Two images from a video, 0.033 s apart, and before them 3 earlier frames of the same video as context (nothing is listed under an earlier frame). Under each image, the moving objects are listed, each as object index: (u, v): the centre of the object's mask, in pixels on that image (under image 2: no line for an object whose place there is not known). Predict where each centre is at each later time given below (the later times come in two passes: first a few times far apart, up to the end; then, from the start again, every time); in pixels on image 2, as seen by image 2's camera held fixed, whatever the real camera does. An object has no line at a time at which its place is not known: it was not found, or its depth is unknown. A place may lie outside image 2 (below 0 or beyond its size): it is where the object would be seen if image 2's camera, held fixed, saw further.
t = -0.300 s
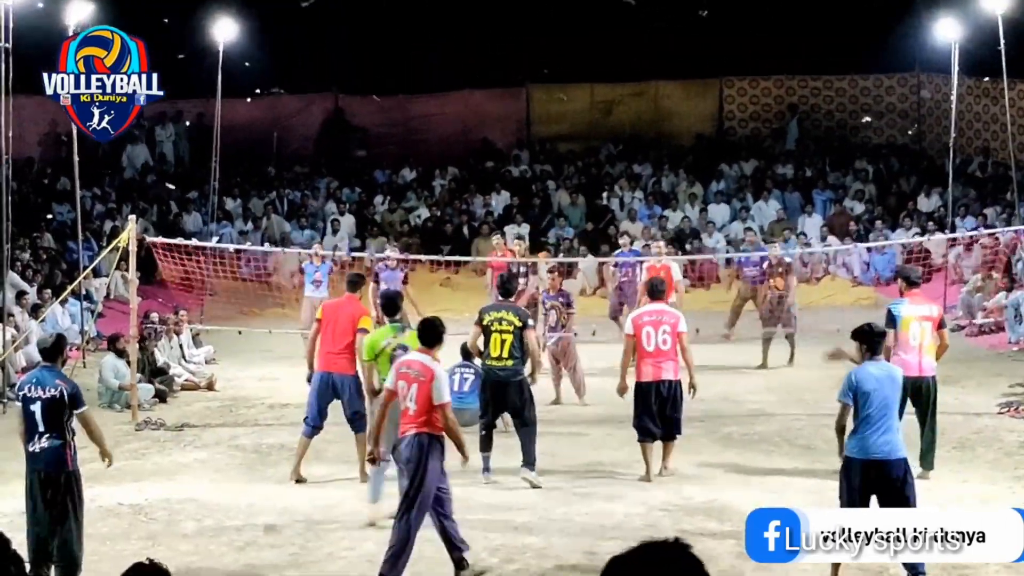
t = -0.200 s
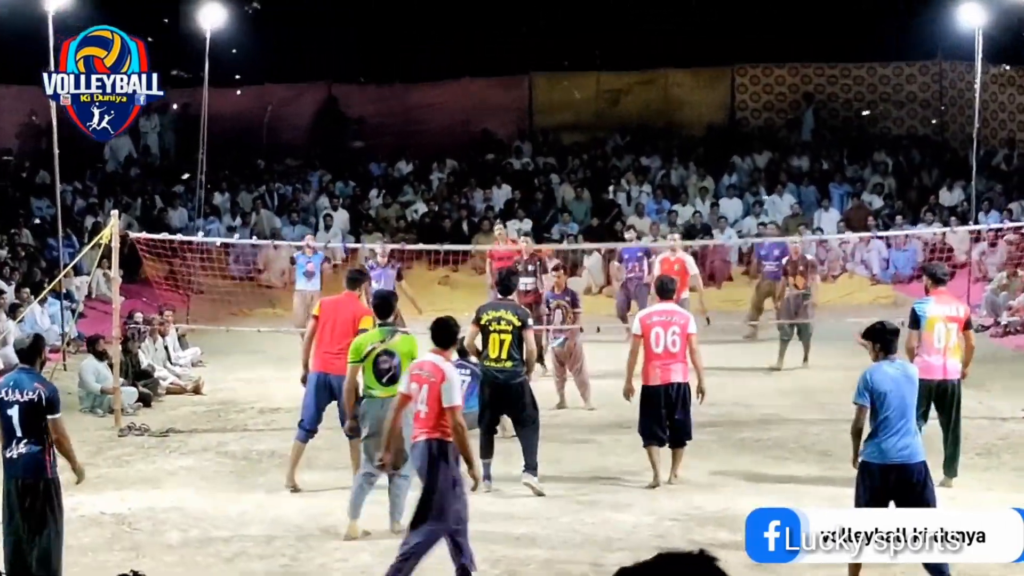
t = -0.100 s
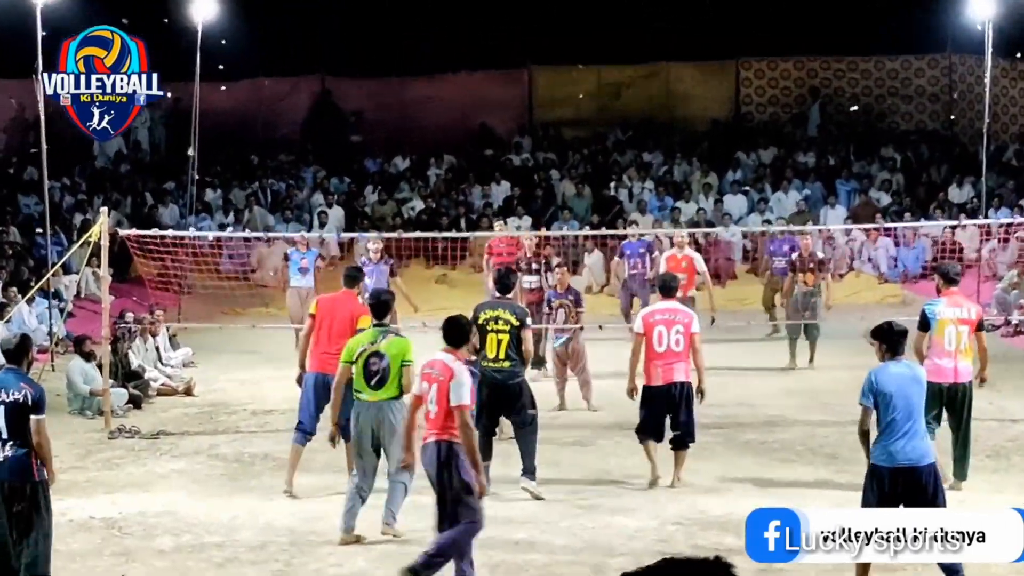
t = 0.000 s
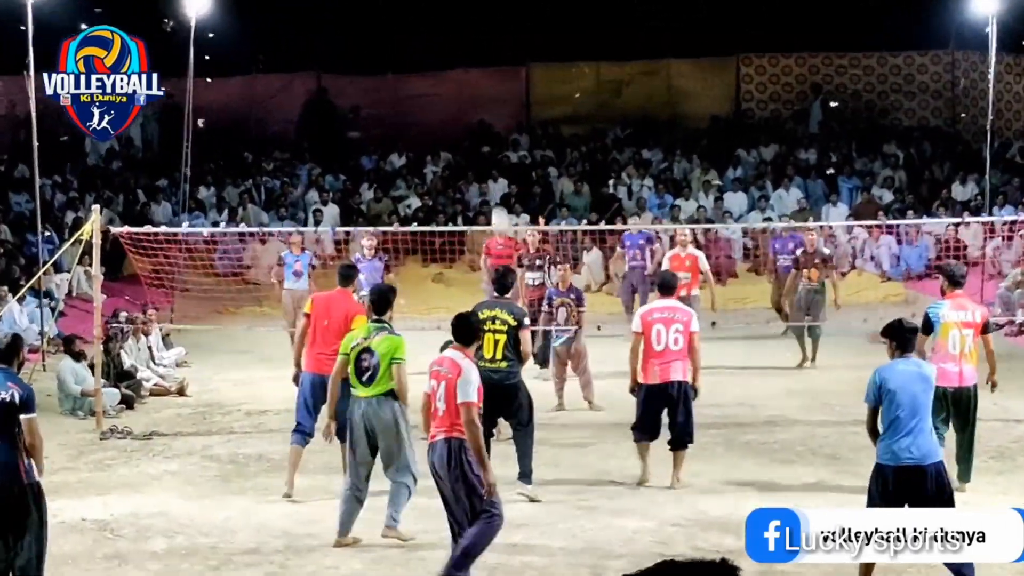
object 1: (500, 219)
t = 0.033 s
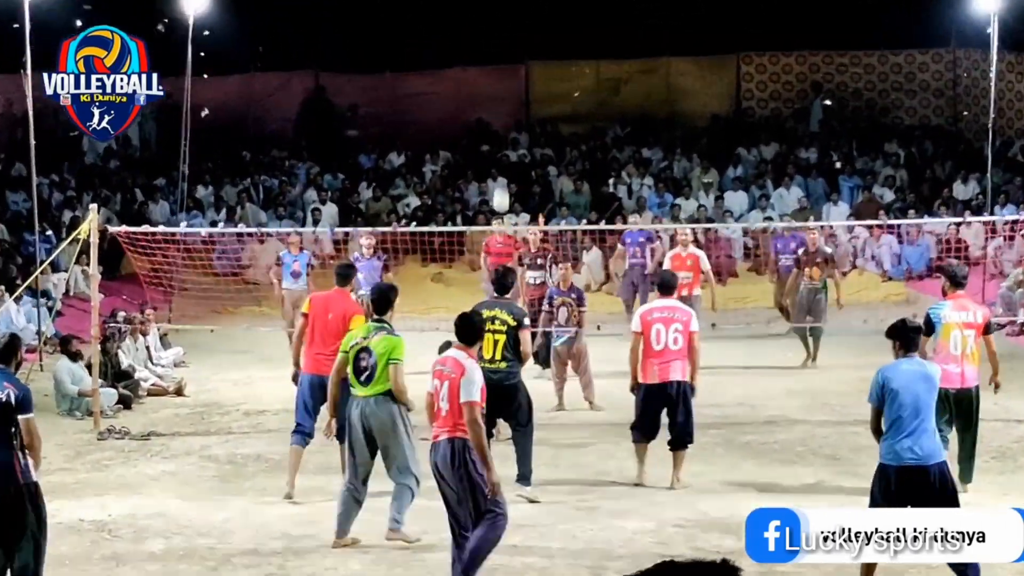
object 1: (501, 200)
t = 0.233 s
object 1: (515, 109)
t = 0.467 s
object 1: (534, 55)
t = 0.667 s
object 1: (554, 55)
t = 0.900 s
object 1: (579, 118)
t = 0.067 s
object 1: (503, 183)
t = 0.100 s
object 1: (506, 166)
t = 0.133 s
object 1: (509, 150)
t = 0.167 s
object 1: (511, 136)
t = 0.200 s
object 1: (513, 122)
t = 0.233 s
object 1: (515, 109)
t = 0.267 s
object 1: (518, 98)
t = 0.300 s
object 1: (521, 88)
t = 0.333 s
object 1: (523, 78)
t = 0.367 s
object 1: (526, 71)
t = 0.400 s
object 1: (529, 64)
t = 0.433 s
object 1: (531, 58)
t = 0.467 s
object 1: (534, 55)
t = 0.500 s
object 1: (537, 51)
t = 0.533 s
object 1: (540, 50)
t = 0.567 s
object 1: (543, 48)
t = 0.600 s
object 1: (547, 49)
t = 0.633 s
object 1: (550, 51)
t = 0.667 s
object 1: (554, 55)
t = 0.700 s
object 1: (557, 60)
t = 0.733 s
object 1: (561, 66)
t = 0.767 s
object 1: (564, 73)
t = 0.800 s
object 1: (568, 83)
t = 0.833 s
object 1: (572, 93)
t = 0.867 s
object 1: (575, 105)
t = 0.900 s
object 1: (579, 118)
